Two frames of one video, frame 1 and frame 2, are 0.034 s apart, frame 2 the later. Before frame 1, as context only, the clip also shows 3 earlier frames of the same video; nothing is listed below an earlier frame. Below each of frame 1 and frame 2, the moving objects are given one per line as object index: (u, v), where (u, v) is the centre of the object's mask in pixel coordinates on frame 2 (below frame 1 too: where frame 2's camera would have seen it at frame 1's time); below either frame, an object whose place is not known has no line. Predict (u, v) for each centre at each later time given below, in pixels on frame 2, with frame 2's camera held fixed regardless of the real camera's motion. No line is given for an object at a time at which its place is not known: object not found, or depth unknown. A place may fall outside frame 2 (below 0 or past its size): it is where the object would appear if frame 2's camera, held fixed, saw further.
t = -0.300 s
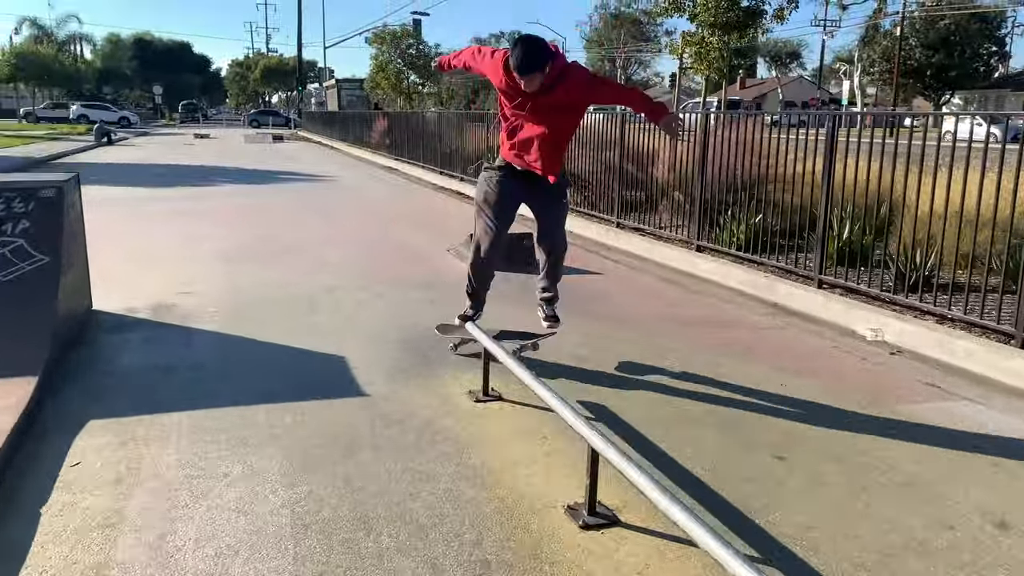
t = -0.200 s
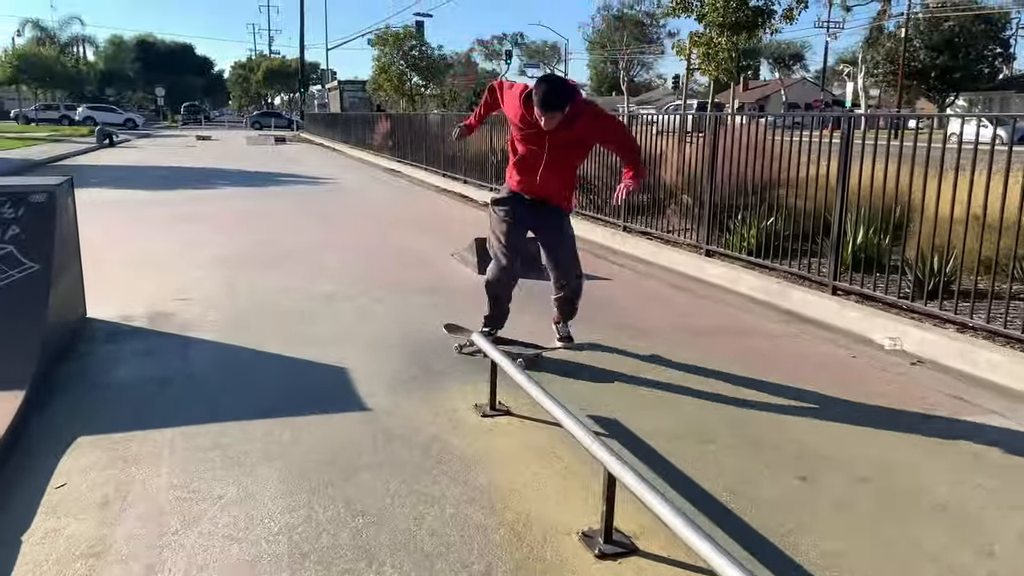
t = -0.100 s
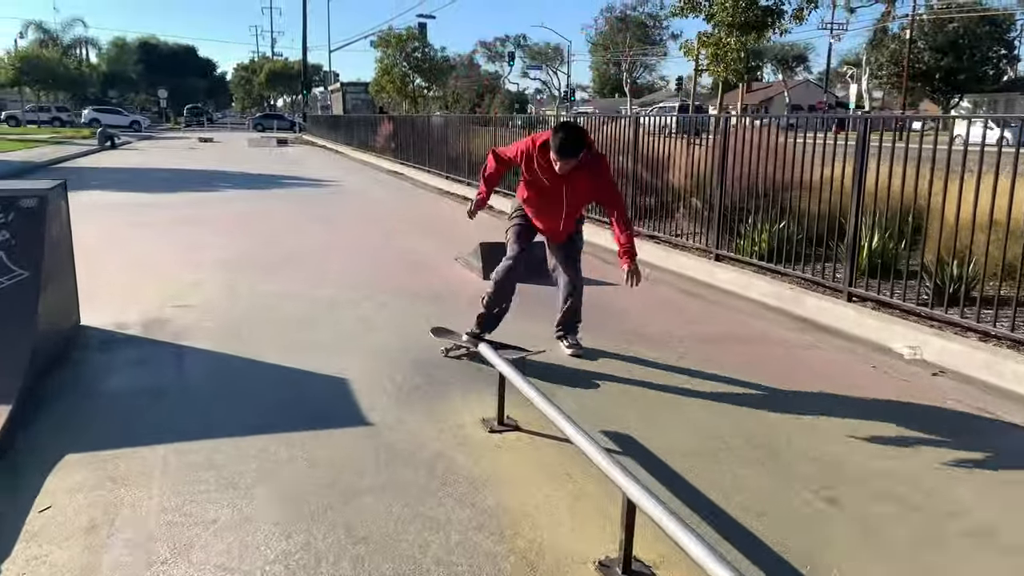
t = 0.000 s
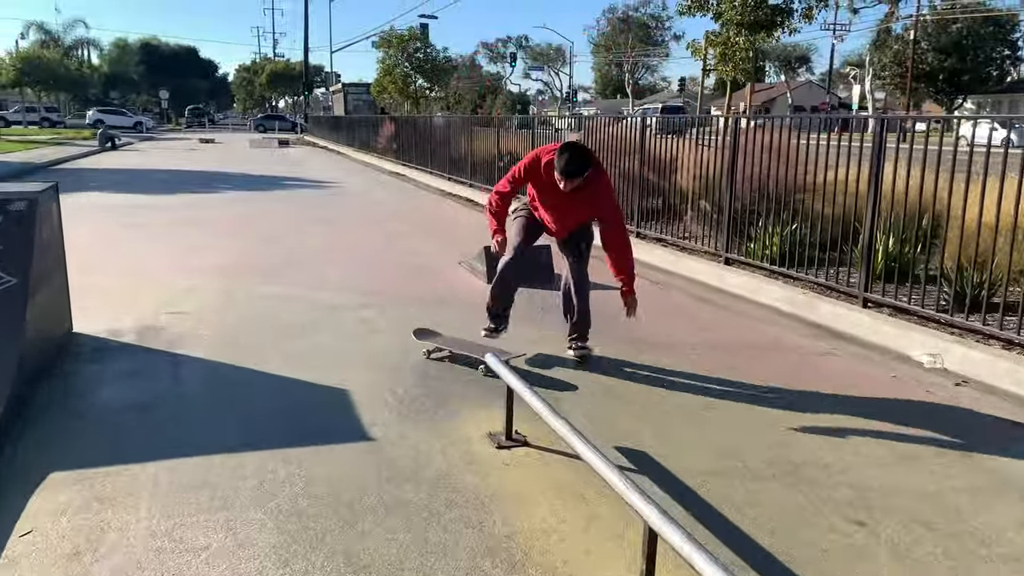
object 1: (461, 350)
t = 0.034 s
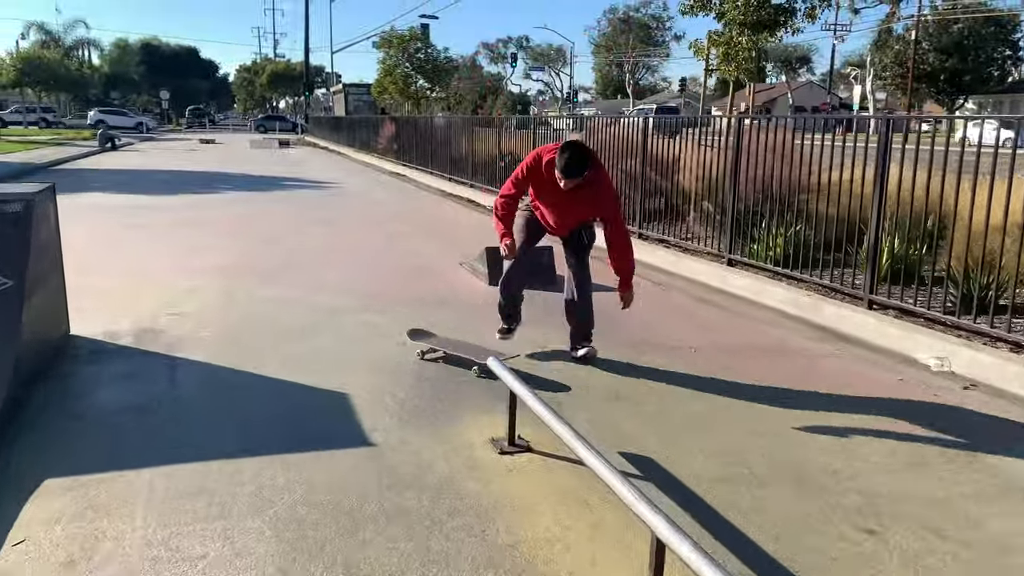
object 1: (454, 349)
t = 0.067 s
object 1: (448, 347)
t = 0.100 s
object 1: (442, 345)
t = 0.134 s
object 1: (437, 344)
